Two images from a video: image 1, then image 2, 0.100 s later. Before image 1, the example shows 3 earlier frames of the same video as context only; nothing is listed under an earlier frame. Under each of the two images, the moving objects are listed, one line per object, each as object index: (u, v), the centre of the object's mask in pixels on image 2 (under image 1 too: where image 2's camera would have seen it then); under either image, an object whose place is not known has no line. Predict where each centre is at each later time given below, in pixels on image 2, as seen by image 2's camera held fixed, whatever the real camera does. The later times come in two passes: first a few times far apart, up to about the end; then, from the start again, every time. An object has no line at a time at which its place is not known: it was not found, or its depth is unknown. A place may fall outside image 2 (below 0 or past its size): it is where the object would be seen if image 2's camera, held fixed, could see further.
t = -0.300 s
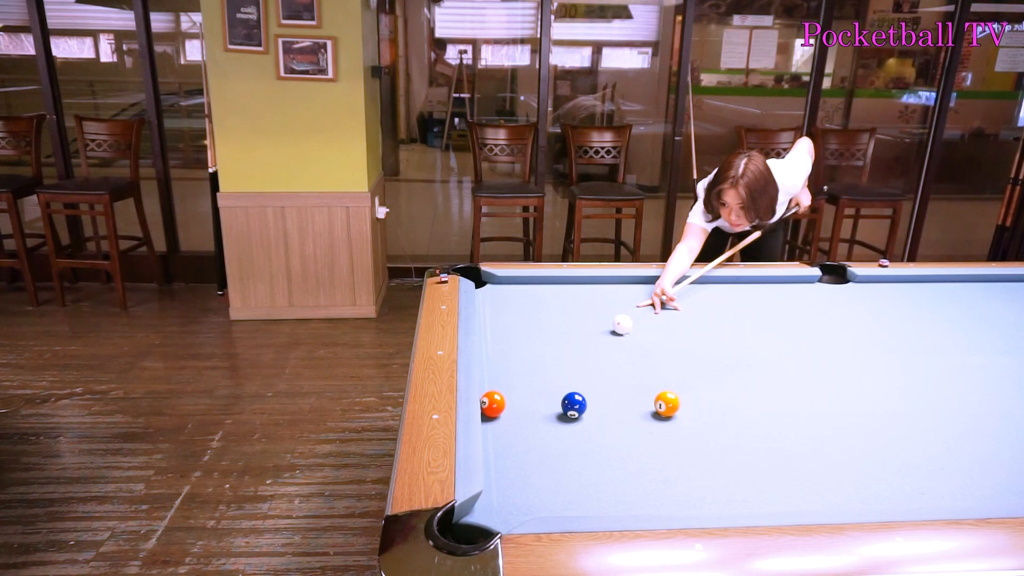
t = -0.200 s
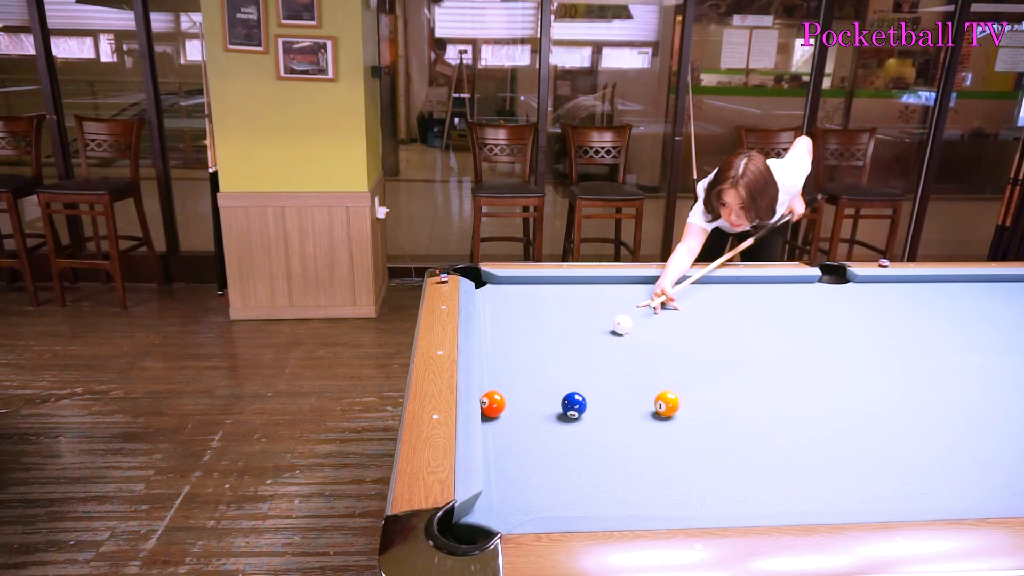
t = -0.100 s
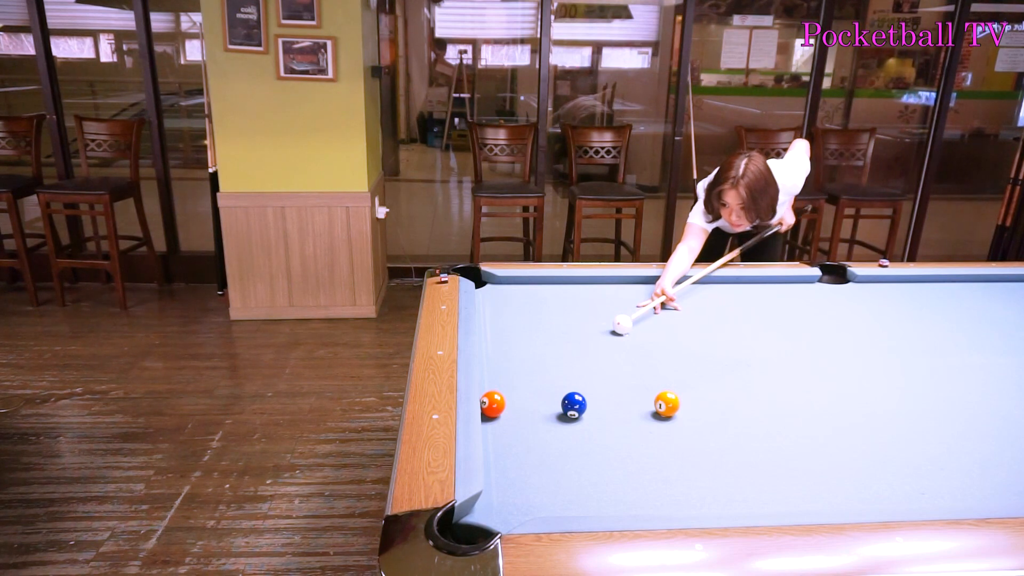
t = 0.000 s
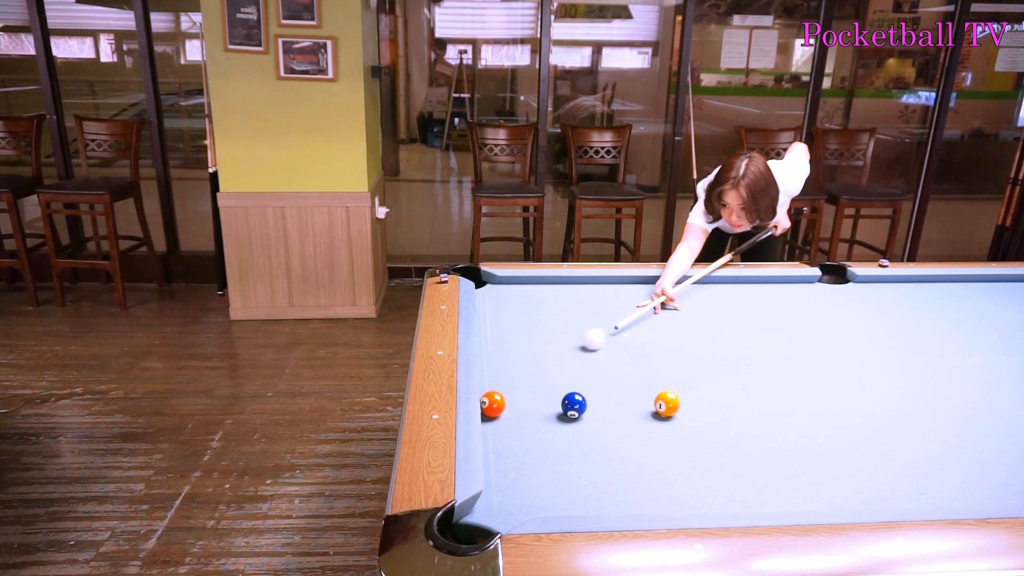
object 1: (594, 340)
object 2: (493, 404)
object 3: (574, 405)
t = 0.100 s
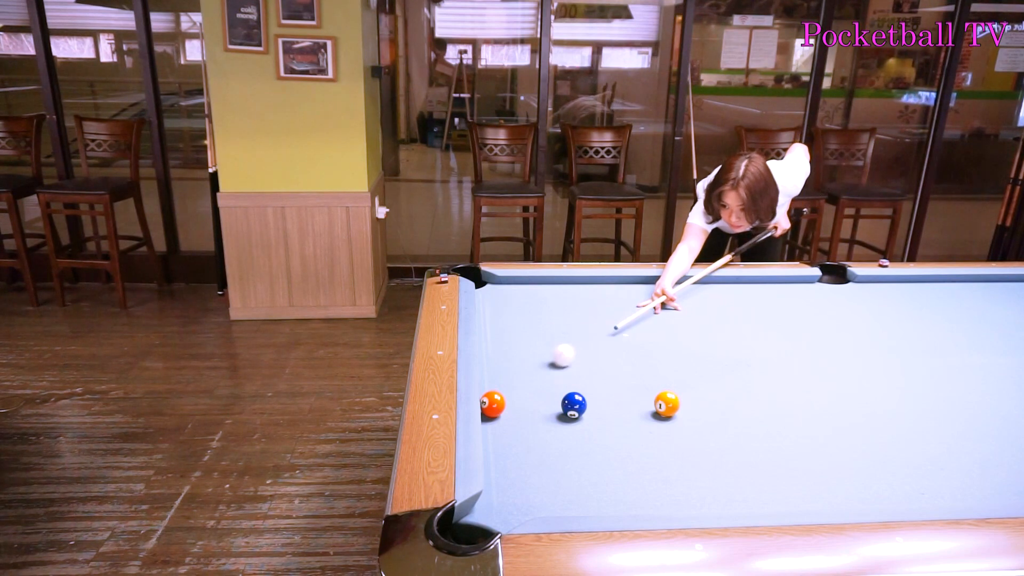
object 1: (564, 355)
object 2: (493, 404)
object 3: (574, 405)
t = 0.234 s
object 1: (523, 376)
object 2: (492, 404)
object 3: (574, 405)
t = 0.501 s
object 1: (526, 391)
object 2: (497, 431)
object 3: (574, 405)
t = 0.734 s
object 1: (561, 392)
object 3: (576, 406)
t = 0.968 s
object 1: (589, 389)
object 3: (586, 413)
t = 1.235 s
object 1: (615, 385)
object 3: (597, 420)
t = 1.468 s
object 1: (636, 382)
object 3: (605, 425)
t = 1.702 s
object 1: (654, 378)
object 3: (613, 429)
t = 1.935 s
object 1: (671, 376)
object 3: (619, 433)
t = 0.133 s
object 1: (553, 360)
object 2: (493, 404)
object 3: (574, 405)
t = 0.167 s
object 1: (543, 366)
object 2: (493, 404)
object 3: (574, 405)
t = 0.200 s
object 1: (534, 371)
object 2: (493, 404)
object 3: (574, 405)
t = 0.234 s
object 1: (523, 376)
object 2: (492, 404)
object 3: (574, 405)
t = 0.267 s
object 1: (512, 382)
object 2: (493, 404)
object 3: (574, 405)
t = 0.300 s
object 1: (503, 385)
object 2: (492, 404)
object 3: (574, 405)
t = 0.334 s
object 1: (492, 387)
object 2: (492, 405)
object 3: (574, 405)
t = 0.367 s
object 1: (500, 389)
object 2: (493, 411)
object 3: (574, 405)
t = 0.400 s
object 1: (507, 391)
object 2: (494, 416)
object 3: (574, 405)
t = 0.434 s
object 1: (514, 391)
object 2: (495, 421)
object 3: (574, 405)
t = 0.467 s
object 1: (520, 391)
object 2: (496, 426)
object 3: (574, 405)
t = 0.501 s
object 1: (526, 391)
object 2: (497, 431)
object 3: (574, 405)
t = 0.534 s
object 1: (531, 392)
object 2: (498, 436)
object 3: (574, 405)
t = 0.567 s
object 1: (537, 392)
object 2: (498, 440)
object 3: (574, 405)
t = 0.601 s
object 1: (543, 393)
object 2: (499, 445)
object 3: (574, 405)
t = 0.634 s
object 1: (548, 393)
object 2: (500, 450)
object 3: (574, 405)
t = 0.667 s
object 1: (553, 394)
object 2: (501, 455)
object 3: (574, 405)
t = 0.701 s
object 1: (558, 393)
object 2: (502, 460)
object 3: (574, 405)
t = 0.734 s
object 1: (561, 392)
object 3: (576, 406)
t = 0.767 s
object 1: (565, 391)
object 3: (577, 407)
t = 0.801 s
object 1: (569, 390)
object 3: (579, 408)
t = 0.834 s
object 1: (573, 389)
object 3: (580, 409)
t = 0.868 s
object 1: (578, 389)
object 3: (582, 410)
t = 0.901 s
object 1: (581, 389)
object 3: (583, 411)
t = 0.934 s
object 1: (585, 389)
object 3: (584, 412)
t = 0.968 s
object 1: (589, 389)
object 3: (586, 413)
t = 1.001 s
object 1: (592, 388)
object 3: (587, 413)
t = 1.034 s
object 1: (595, 388)
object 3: (589, 414)
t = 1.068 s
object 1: (599, 388)
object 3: (590, 415)
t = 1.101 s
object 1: (602, 387)
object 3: (591, 416)
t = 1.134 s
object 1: (605, 387)
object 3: (593, 417)
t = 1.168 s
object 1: (608, 386)
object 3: (594, 418)
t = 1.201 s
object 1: (612, 386)
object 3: (595, 419)
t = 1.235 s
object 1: (615, 385)
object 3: (597, 420)
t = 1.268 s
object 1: (618, 385)
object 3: (598, 420)
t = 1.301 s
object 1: (621, 384)
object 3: (599, 421)
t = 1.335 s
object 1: (624, 383)
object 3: (601, 422)
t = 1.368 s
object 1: (627, 383)
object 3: (602, 423)
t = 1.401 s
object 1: (630, 383)
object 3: (603, 423)
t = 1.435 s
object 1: (633, 382)
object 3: (604, 424)
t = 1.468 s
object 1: (636, 382)
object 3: (605, 425)
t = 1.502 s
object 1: (638, 381)
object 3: (606, 425)
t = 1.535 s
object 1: (641, 381)
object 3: (607, 426)
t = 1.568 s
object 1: (644, 380)
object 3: (609, 427)
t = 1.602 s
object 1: (646, 380)
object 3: (610, 427)
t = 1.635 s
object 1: (649, 379)
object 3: (611, 428)
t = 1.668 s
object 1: (651, 379)
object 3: (612, 428)
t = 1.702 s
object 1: (654, 378)
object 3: (613, 429)
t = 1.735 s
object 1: (657, 378)
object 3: (614, 430)
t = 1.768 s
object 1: (659, 377)
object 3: (614, 431)
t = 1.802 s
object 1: (661, 377)
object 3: (615, 431)
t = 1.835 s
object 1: (664, 377)
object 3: (616, 432)
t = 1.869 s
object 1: (666, 376)
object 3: (617, 432)
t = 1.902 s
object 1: (669, 376)
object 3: (618, 433)
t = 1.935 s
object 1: (671, 376)
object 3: (619, 433)
